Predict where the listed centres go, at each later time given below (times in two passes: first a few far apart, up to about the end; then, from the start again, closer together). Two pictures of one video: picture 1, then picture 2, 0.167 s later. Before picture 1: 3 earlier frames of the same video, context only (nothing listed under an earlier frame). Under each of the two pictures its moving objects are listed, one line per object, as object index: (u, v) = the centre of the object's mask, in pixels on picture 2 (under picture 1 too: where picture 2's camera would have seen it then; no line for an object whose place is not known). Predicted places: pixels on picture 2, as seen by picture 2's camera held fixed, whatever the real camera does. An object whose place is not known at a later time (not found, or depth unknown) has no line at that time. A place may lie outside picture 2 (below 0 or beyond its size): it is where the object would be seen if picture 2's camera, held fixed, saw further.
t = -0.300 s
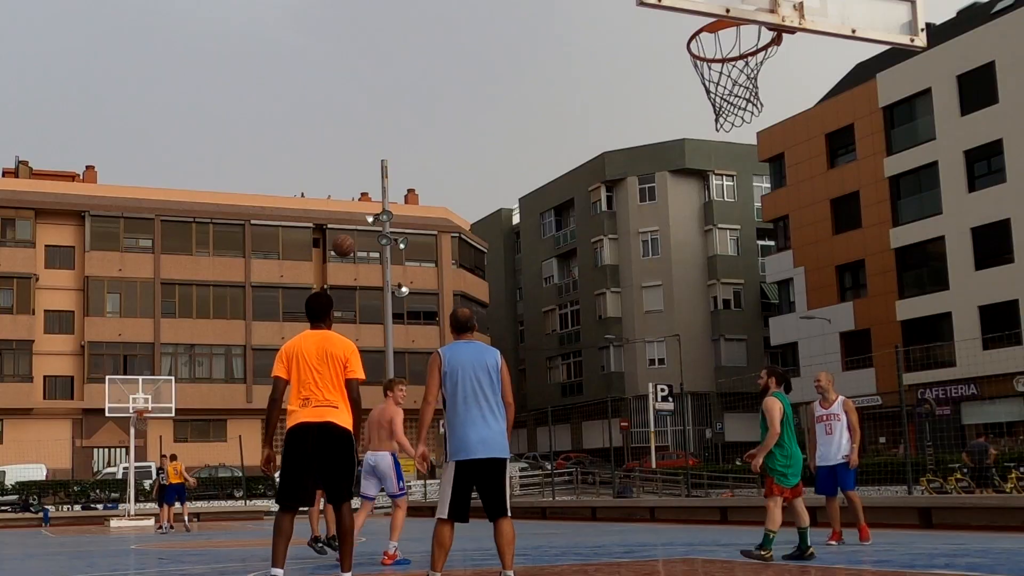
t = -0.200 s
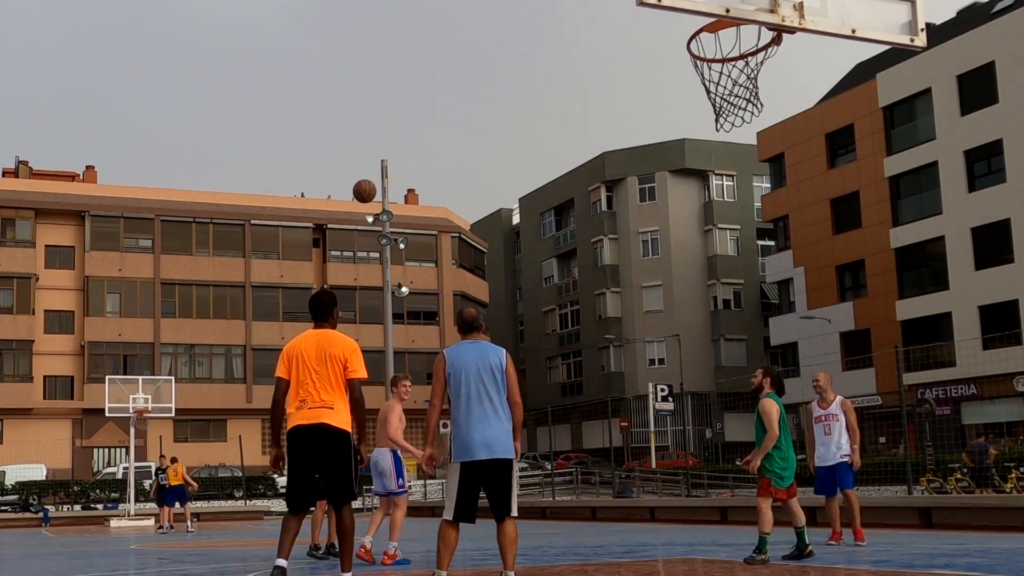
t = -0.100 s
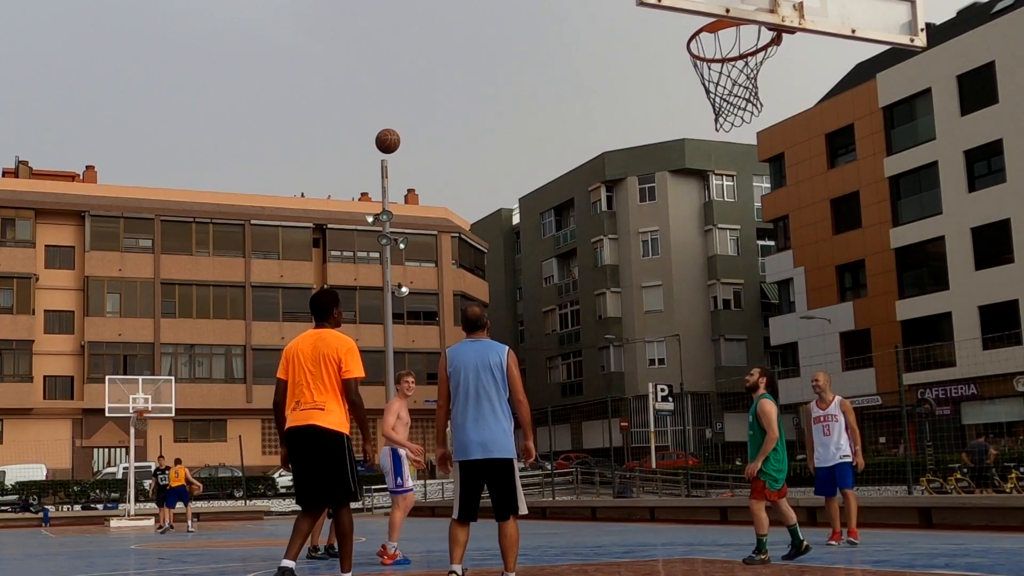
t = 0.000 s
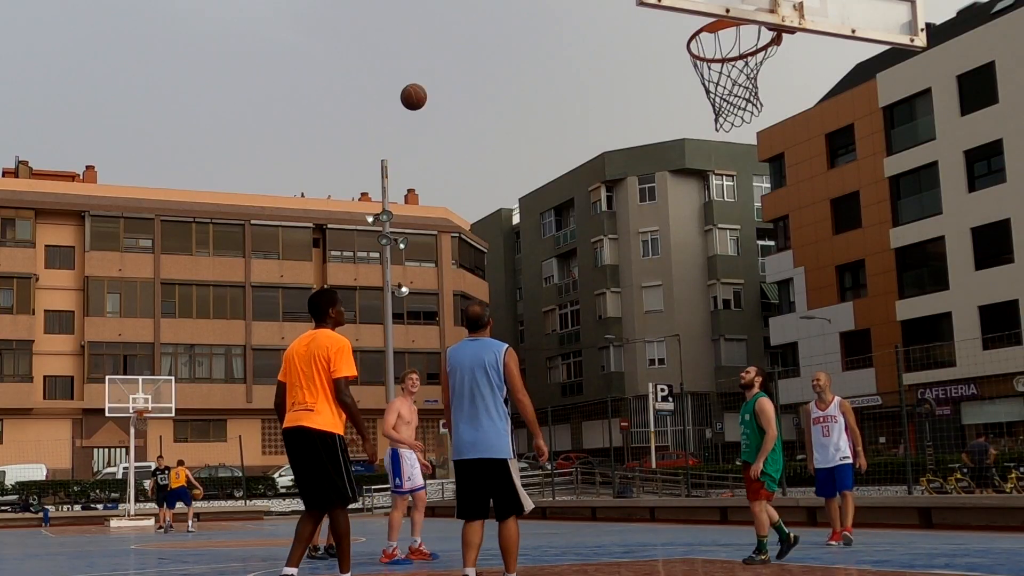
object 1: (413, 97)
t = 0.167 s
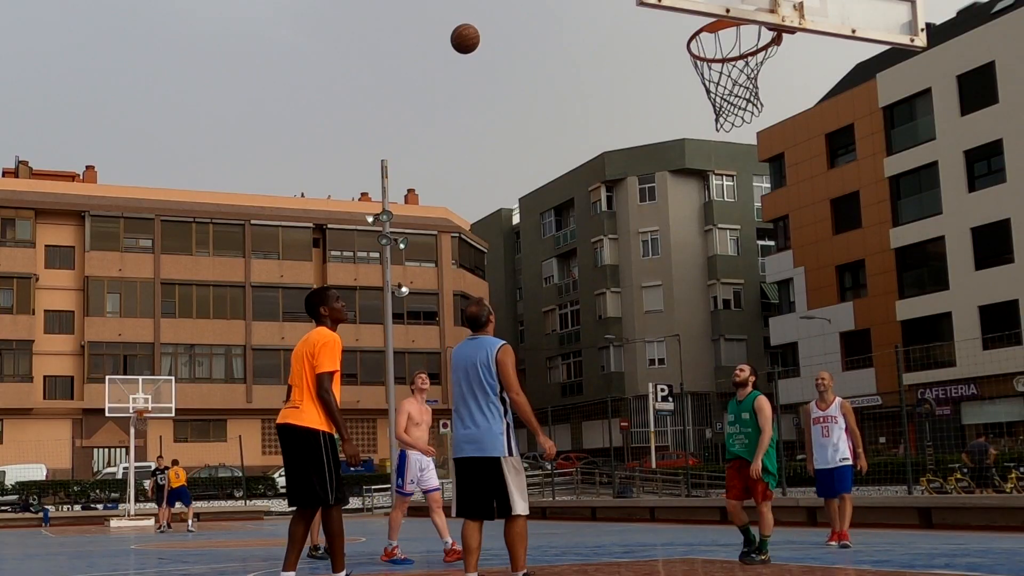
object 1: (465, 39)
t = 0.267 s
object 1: (502, 14)
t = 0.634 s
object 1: (695, 29)
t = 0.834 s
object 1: (784, 85)
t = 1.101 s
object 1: (838, 264)
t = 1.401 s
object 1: (901, 555)
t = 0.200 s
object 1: (477, 29)
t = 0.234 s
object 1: (489, 21)
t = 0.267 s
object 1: (502, 14)
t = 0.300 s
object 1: (515, 10)
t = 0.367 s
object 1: (543, 6)
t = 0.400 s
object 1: (559, 5)
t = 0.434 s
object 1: (575, 5)
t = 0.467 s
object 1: (593, 5)
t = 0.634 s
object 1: (695, 29)
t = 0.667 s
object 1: (726, 42)
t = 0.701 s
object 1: (752, 50)
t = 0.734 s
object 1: (766, 53)
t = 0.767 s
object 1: (773, 65)
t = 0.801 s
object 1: (779, 72)
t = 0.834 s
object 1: (784, 85)
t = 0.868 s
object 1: (790, 100)
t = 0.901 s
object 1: (796, 117)
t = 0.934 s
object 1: (803, 136)
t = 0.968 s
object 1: (810, 157)
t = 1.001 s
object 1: (817, 180)
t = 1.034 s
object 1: (824, 206)
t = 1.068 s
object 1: (831, 233)
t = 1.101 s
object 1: (838, 264)
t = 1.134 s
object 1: (846, 296)
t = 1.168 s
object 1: (854, 332)
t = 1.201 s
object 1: (862, 369)
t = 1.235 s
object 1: (872, 409)
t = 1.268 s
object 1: (881, 452)
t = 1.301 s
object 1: (890, 497)
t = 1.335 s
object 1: (900, 545)
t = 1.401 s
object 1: (901, 555)
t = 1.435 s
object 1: (894, 522)
